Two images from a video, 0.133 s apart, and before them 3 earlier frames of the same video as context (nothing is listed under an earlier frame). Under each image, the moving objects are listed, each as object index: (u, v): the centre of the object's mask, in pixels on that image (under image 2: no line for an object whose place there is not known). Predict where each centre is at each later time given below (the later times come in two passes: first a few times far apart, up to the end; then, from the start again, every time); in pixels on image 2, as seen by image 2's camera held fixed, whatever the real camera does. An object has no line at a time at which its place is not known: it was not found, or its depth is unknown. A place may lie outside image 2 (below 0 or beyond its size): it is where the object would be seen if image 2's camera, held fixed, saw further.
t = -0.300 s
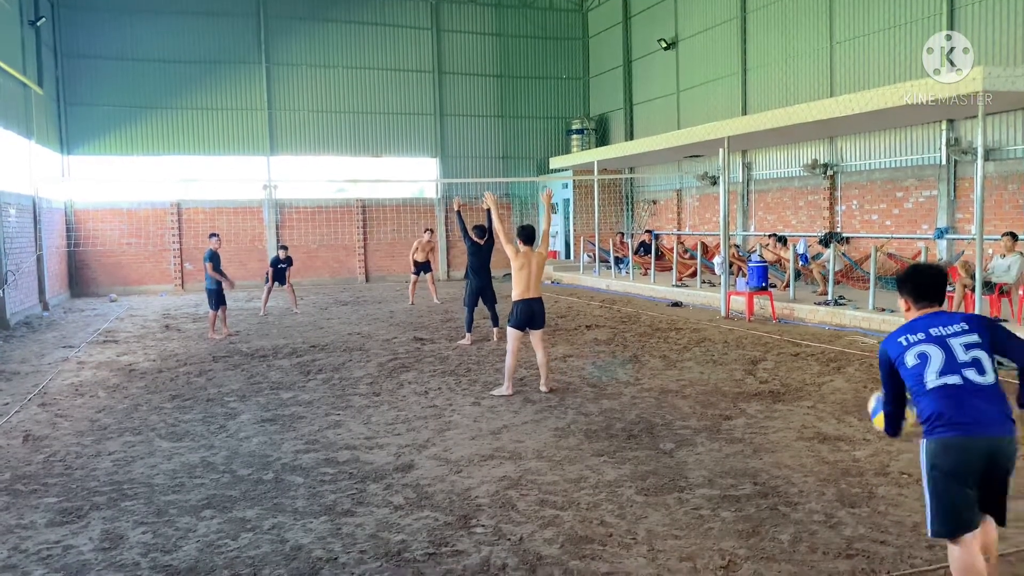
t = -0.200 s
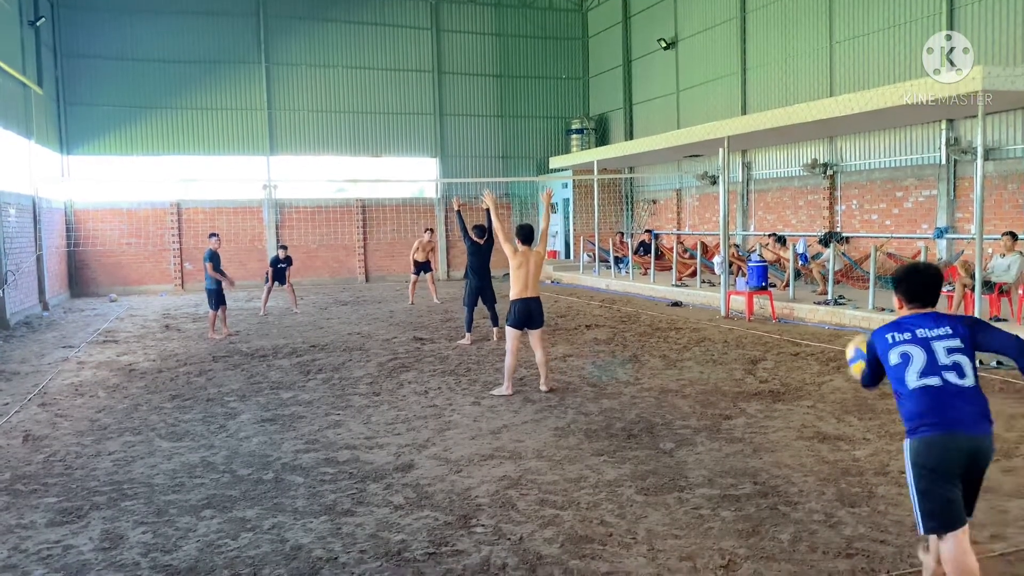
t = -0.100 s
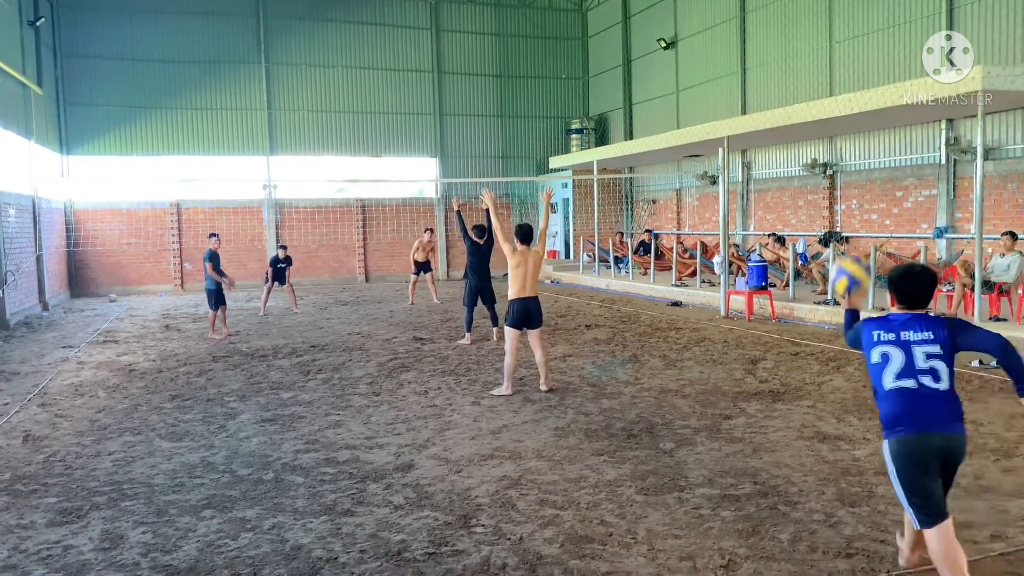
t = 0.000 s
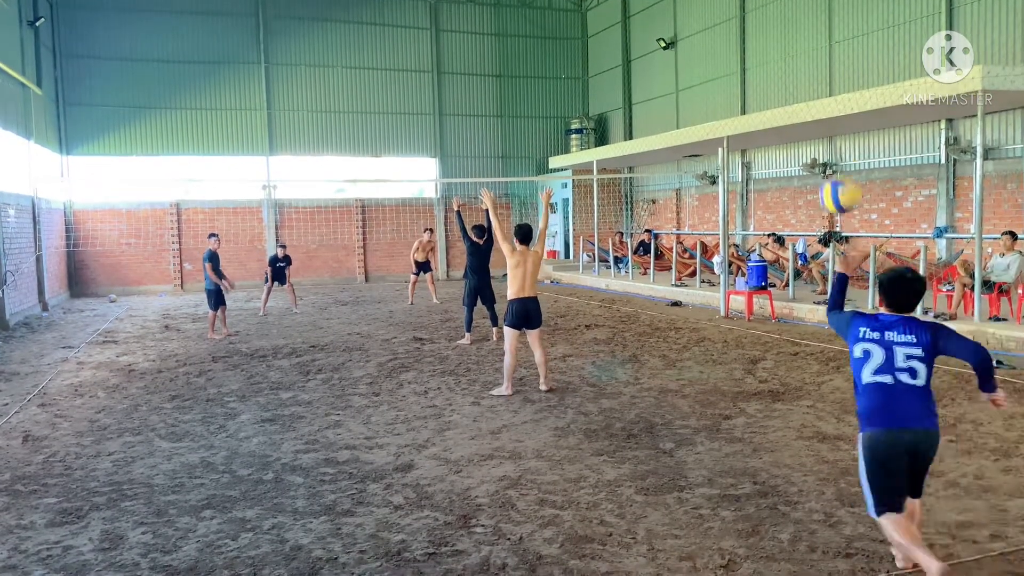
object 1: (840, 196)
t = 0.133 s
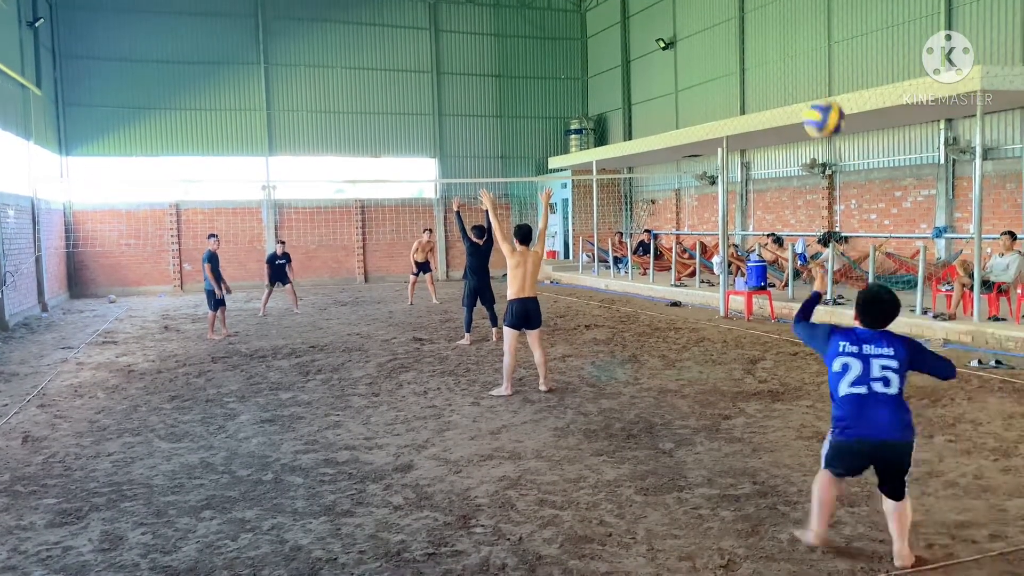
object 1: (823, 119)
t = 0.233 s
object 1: (812, 86)
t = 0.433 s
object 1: (789, 74)
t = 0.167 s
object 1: (820, 105)
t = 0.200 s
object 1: (816, 95)
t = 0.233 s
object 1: (812, 86)
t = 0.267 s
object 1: (808, 79)
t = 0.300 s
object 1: (804, 73)
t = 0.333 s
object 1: (801, 71)
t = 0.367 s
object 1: (797, 70)
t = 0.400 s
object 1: (793, 71)
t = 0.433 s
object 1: (789, 74)
